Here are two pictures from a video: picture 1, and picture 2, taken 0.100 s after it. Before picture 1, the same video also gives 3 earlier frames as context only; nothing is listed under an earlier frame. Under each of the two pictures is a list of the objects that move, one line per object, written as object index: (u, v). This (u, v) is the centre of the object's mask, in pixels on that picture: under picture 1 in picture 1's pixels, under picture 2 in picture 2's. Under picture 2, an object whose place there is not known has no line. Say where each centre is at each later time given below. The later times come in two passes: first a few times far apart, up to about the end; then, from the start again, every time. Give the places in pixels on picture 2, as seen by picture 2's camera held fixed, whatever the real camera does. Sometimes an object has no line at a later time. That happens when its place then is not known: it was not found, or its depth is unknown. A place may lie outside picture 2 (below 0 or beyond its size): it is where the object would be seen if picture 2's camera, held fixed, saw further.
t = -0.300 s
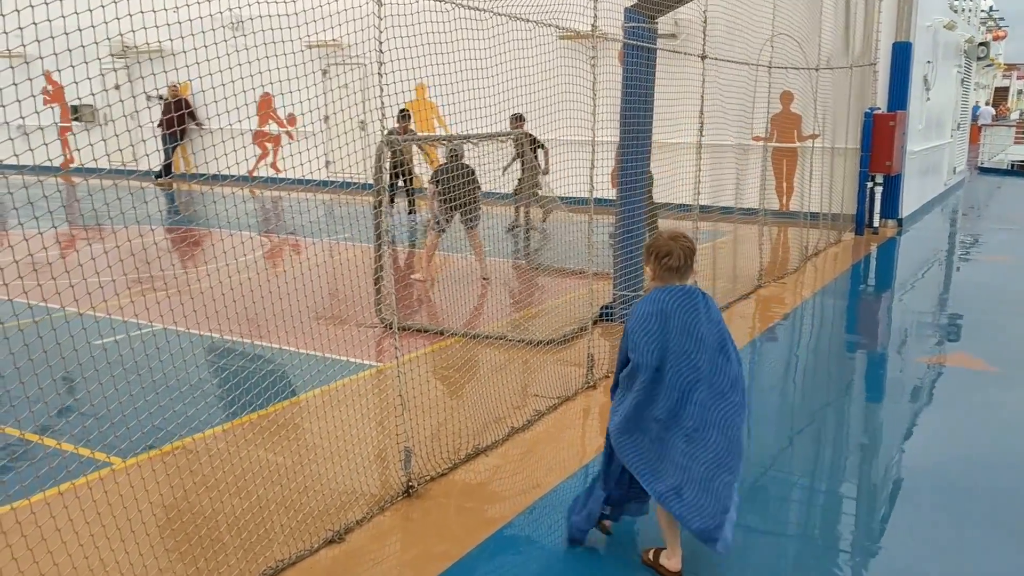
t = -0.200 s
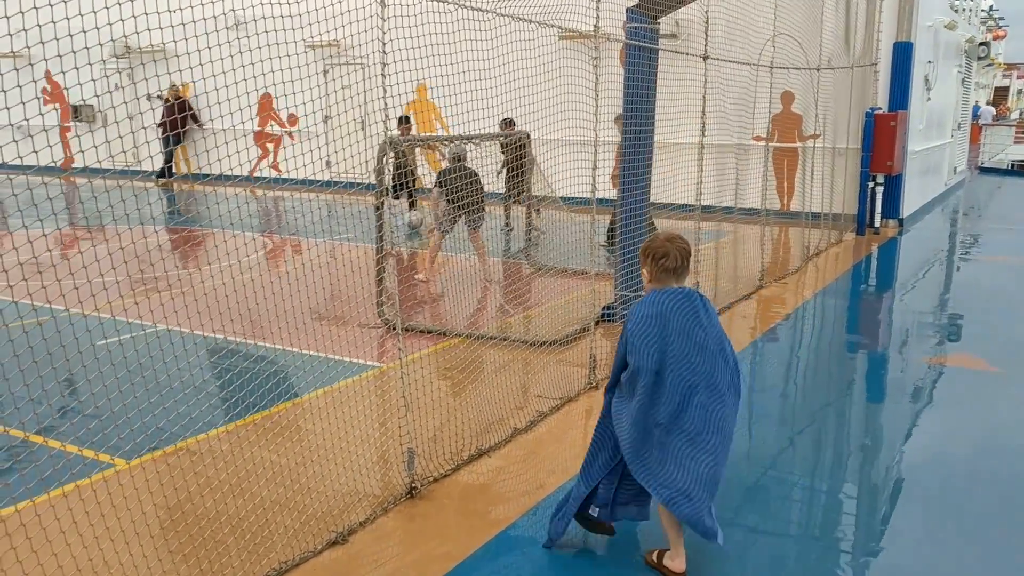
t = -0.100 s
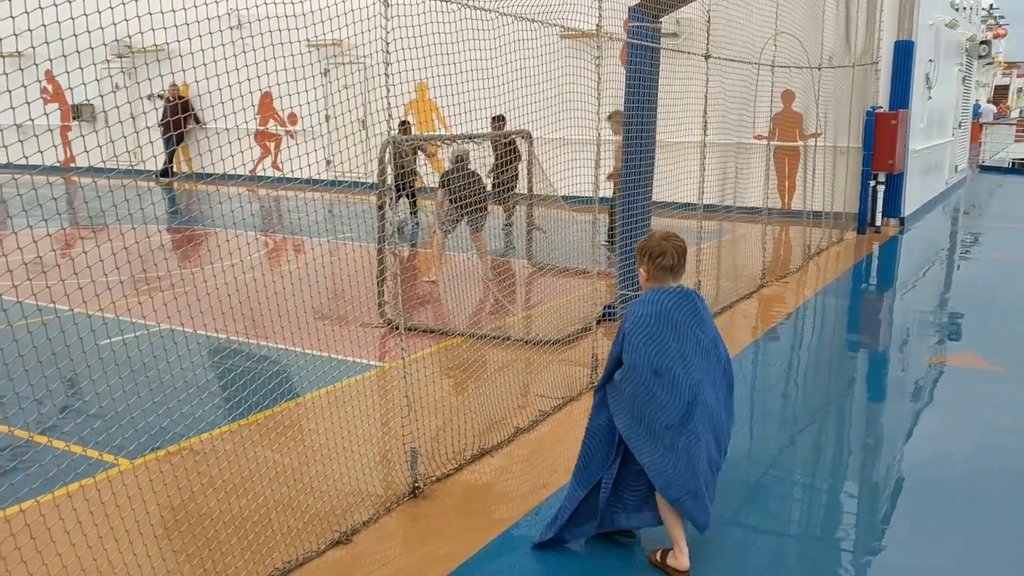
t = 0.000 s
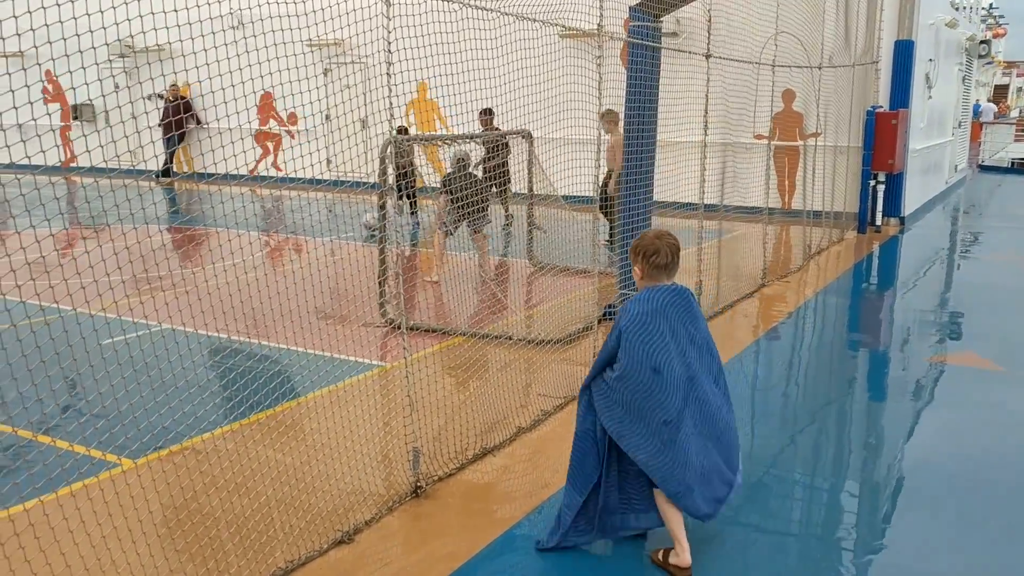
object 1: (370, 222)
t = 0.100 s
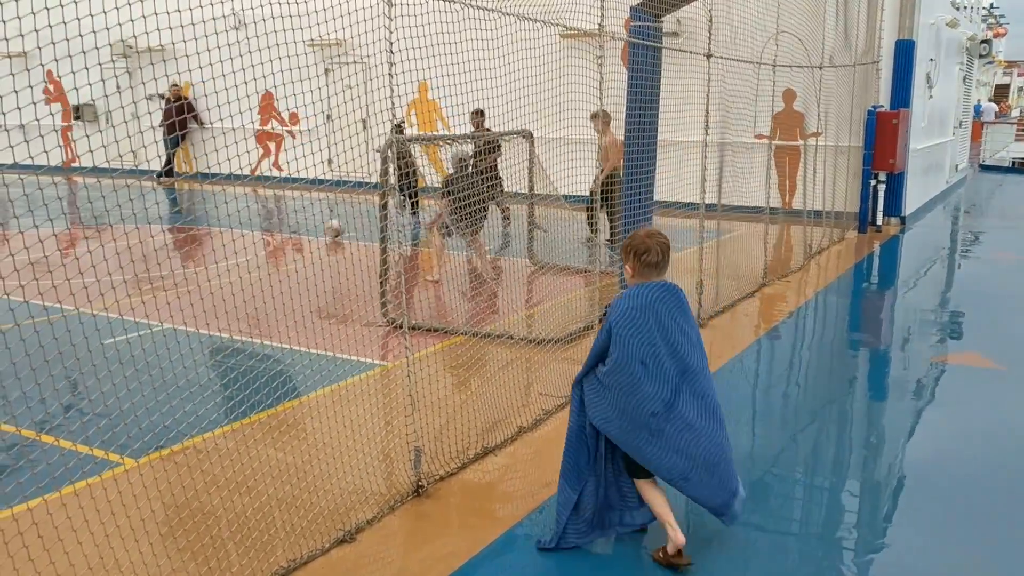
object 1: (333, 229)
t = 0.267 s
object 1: (264, 239)
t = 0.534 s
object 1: (136, 259)
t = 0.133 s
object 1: (321, 232)
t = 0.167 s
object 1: (307, 233)
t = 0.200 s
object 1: (294, 235)
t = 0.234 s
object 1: (277, 236)
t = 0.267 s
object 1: (264, 239)
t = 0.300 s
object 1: (249, 243)
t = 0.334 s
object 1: (234, 244)
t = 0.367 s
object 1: (218, 248)
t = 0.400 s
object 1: (202, 249)
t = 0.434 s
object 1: (186, 251)
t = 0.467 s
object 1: (171, 254)
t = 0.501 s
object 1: (152, 255)
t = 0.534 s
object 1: (136, 259)
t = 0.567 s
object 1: (117, 262)
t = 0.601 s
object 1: (97, 263)
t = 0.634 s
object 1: (78, 267)
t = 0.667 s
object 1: (56, 269)
